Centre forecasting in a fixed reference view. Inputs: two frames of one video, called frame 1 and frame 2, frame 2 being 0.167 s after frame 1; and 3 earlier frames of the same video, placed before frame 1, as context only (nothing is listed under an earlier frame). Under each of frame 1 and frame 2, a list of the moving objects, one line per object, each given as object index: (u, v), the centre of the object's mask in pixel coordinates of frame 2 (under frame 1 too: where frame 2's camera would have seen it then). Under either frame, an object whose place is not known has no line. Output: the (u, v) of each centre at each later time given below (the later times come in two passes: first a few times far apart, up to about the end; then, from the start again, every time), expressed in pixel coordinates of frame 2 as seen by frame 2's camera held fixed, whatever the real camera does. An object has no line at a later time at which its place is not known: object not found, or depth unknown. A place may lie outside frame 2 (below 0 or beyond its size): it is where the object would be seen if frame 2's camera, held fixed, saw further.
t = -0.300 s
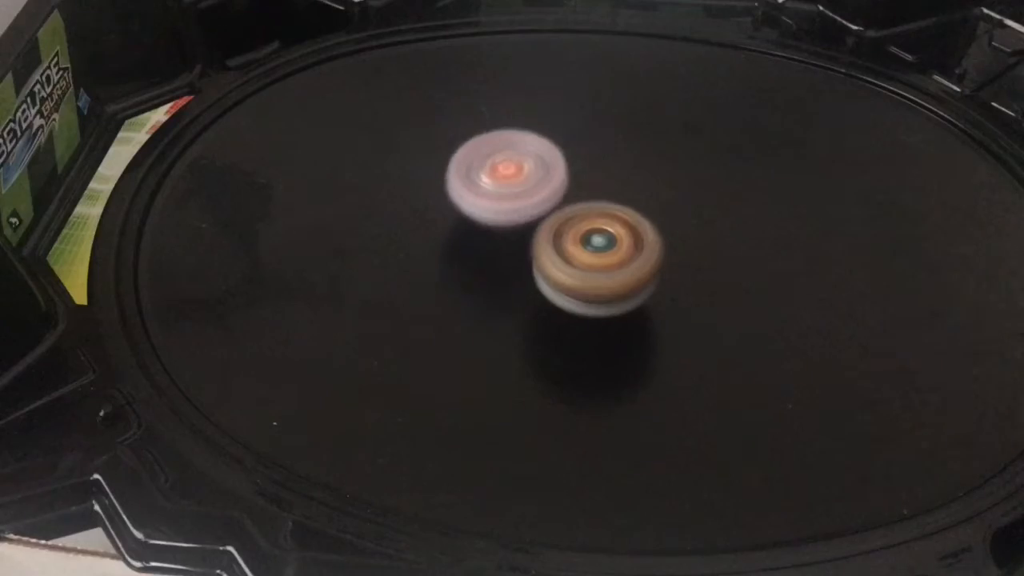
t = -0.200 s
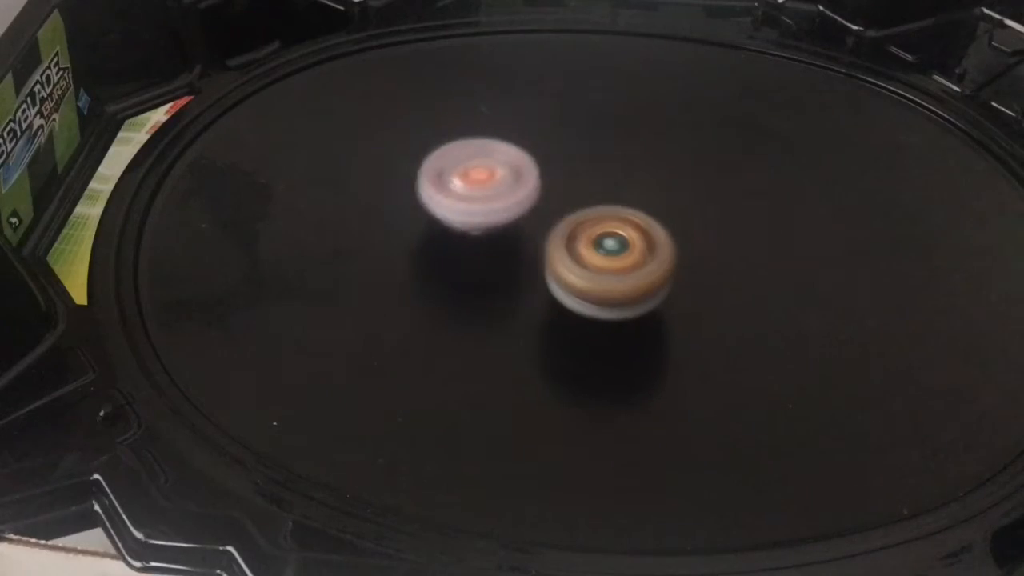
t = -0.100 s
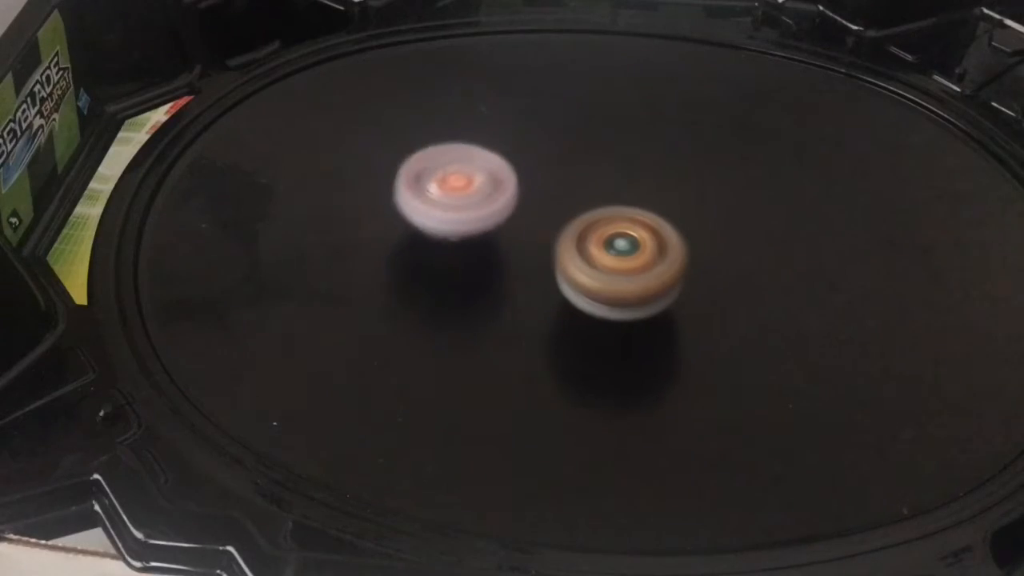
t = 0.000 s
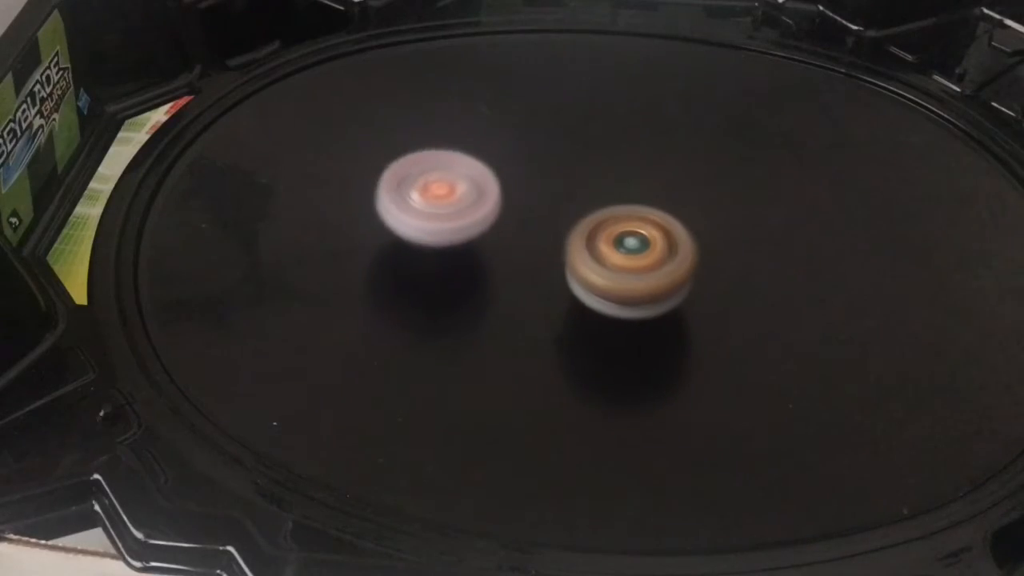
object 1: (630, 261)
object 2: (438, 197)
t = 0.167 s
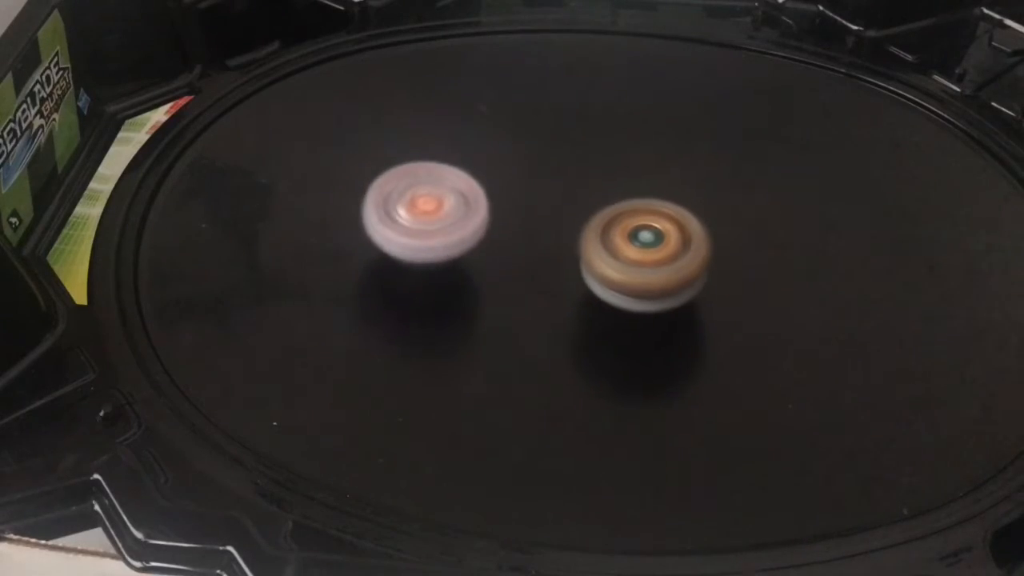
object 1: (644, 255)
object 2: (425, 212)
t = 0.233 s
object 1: (649, 251)
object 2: (427, 218)
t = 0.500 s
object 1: (658, 235)
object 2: (469, 250)
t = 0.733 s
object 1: (655, 229)
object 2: (533, 274)
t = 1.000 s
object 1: (650, 222)
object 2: (576, 312)
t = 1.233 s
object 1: (628, 222)
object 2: (612, 326)
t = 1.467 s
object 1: (603, 219)
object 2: (640, 315)
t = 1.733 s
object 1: (574, 214)
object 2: (673, 305)
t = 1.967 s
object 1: (556, 210)
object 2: (693, 284)
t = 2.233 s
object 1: (547, 221)
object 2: (692, 242)
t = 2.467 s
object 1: (543, 241)
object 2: (677, 204)
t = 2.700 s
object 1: (556, 259)
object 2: (658, 176)
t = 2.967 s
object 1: (580, 268)
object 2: (629, 169)
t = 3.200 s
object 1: (588, 279)
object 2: (605, 167)
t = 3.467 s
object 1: (595, 282)
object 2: (574, 164)
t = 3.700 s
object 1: (604, 268)
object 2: (549, 173)
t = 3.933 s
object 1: (625, 257)
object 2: (516, 177)
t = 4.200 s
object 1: (629, 237)
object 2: (495, 197)
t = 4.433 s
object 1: (639, 220)
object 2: (469, 222)
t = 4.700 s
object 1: (651, 213)
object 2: (461, 245)
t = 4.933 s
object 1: (645, 222)
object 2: (490, 260)
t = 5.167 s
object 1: (647, 223)
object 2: (516, 278)
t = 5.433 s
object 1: (663, 230)
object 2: (546, 294)
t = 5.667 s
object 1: (675, 229)
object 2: (546, 303)
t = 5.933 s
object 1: (675, 231)
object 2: (551, 301)
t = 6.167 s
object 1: (667, 228)
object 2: (557, 286)
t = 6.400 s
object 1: (724, 184)
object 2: (490, 303)
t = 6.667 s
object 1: (715, 174)
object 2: (487, 283)
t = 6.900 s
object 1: (677, 198)
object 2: (540, 257)
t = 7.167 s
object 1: (689, 233)
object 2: (549, 261)
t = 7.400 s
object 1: (715, 245)
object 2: (547, 277)
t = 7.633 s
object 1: (719, 244)
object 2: (551, 273)
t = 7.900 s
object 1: (704, 243)
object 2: (548, 255)
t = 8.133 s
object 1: (693, 247)
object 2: (548, 243)
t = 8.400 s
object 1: (719, 248)
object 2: (504, 229)
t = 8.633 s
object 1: (698, 254)
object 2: (520, 221)
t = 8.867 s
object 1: (680, 273)
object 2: (541, 224)
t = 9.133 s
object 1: (683, 291)
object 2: (545, 240)
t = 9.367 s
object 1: (673, 288)
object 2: (533, 249)
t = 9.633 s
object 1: (657, 281)
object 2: (523, 236)
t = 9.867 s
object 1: (642, 275)
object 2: (531, 211)
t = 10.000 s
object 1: (647, 275)
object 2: (531, 187)
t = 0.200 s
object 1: (647, 253)
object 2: (426, 215)
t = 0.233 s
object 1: (649, 251)
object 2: (427, 218)
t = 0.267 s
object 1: (651, 249)
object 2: (429, 222)
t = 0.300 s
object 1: (652, 247)
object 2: (432, 226)
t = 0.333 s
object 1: (654, 245)
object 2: (437, 230)
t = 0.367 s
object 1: (655, 243)
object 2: (442, 234)
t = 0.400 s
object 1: (656, 241)
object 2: (448, 238)
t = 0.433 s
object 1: (657, 239)
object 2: (454, 242)
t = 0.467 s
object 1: (658, 237)
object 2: (462, 246)
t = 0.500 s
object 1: (658, 235)
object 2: (469, 250)
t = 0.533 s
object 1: (658, 234)
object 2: (477, 253)
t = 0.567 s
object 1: (658, 233)
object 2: (486, 257)
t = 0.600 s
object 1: (658, 232)
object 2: (495, 260)
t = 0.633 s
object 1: (658, 231)
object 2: (504, 264)
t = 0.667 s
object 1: (657, 230)
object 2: (514, 268)
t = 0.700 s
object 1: (656, 229)
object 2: (523, 271)
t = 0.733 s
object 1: (655, 229)
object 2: (533, 274)
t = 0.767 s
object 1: (655, 227)
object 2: (543, 278)
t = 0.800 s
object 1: (654, 226)
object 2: (550, 281)
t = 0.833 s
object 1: (655, 223)
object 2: (550, 288)
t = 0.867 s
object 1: (655, 222)
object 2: (554, 292)
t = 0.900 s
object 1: (654, 222)
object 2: (560, 297)
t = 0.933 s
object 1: (654, 221)
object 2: (565, 302)
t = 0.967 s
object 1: (652, 221)
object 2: (571, 307)
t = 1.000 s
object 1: (650, 222)
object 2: (576, 312)
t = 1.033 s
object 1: (648, 222)
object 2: (582, 316)
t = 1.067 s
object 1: (645, 223)
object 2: (587, 319)
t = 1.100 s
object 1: (642, 222)
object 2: (592, 322)
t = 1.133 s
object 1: (639, 222)
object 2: (598, 324)
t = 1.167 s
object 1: (635, 222)
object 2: (603, 326)
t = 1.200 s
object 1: (631, 222)
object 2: (607, 326)
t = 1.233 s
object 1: (628, 222)
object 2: (612, 326)
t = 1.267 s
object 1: (624, 221)
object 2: (616, 326)
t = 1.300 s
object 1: (621, 221)
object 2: (621, 324)
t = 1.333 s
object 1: (617, 221)
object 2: (625, 322)
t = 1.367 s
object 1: (613, 220)
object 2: (629, 320)
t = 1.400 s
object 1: (610, 220)
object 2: (633, 317)
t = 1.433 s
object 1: (606, 220)
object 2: (637, 314)
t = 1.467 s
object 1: (603, 219)
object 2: (640, 315)
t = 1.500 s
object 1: (599, 219)
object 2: (644, 313)
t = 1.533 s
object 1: (595, 219)
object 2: (648, 311)
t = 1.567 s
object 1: (592, 220)
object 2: (652, 308)
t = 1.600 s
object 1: (589, 220)
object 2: (656, 305)
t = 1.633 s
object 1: (585, 221)
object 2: (660, 303)
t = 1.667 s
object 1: (581, 218)
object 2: (664, 307)
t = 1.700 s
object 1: (578, 216)
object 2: (668, 305)
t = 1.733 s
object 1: (574, 214)
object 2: (673, 305)
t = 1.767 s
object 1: (571, 213)
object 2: (678, 303)
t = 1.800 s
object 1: (567, 212)
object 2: (682, 301)
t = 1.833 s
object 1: (564, 211)
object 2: (686, 299)
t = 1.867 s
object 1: (562, 211)
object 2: (689, 296)
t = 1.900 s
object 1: (559, 210)
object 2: (691, 293)
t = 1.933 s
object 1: (558, 210)
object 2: (693, 289)
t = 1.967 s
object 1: (556, 210)
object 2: (693, 284)
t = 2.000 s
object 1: (555, 210)
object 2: (694, 280)
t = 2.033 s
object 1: (554, 211)
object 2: (695, 275)
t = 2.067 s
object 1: (553, 212)
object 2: (695, 270)
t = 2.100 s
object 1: (552, 213)
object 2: (695, 265)
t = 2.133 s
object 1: (551, 215)
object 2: (695, 259)
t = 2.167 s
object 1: (550, 217)
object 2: (694, 254)
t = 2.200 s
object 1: (549, 219)
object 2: (693, 248)
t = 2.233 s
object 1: (547, 221)
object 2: (692, 242)
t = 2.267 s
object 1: (546, 224)
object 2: (690, 237)
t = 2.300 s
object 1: (545, 226)
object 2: (689, 231)
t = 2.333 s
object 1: (544, 229)
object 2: (687, 225)
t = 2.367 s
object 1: (543, 232)
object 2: (685, 220)
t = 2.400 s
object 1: (543, 235)
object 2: (682, 214)
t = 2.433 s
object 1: (543, 238)
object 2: (679, 209)
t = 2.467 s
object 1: (543, 241)
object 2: (677, 204)
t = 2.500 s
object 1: (544, 244)
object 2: (674, 199)
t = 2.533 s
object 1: (545, 246)
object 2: (672, 194)
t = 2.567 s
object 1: (547, 249)
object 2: (669, 190)
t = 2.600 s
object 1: (549, 252)
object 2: (666, 186)
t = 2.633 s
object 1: (551, 254)
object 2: (663, 183)
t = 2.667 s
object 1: (553, 257)
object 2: (661, 179)
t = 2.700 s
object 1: (556, 259)
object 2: (658, 176)
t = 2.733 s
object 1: (558, 261)
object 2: (656, 174)
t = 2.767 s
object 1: (561, 263)
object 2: (653, 171)
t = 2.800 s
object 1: (564, 264)
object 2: (650, 170)
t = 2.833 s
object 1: (567, 266)
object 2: (646, 168)
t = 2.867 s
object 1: (570, 267)
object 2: (642, 168)
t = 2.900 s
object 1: (573, 267)
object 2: (637, 168)
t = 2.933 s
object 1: (577, 268)
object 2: (634, 169)
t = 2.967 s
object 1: (580, 268)
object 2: (629, 169)
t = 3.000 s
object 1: (583, 268)
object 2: (625, 170)
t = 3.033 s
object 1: (585, 274)
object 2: (622, 167)
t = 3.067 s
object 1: (586, 277)
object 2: (620, 167)
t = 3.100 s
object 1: (587, 278)
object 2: (616, 166)
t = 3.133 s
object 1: (588, 279)
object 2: (612, 166)
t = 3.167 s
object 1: (588, 279)
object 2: (609, 166)
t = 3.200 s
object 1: (588, 279)
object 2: (605, 167)
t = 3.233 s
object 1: (588, 278)
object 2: (601, 168)
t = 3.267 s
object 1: (589, 278)
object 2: (597, 170)
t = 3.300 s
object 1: (589, 277)
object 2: (593, 171)
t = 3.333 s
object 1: (591, 280)
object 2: (589, 169)
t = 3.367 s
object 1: (593, 282)
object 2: (587, 166)
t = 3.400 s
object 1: (594, 282)
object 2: (582, 166)
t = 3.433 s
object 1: (594, 282)
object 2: (578, 164)
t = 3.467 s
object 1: (595, 282)
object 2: (574, 164)
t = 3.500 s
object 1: (596, 280)
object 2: (570, 164)
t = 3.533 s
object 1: (596, 279)
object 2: (566, 164)
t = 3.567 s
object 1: (597, 277)
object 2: (562, 165)
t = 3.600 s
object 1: (598, 275)
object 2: (559, 166)
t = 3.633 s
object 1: (600, 273)
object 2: (555, 168)
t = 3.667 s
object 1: (601, 271)
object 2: (552, 170)
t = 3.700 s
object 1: (604, 268)
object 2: (549, 173)
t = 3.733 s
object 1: (608, 267)
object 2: (544, 173)
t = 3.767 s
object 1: (611, 265)
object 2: (540, 173)
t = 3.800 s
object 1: (614, 263)
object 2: (536, 175)
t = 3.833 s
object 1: (617, 262)
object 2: (530, 174)
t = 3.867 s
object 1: (621, 261)
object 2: (525, 175)
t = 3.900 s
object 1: (623, 259)
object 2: (520, 176)
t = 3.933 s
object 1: (625, 257)
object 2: (516, 177)
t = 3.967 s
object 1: (626, 255)
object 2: (511, 178)
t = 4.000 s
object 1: (628, 252)
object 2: (508, 180)
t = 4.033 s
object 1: (629, 250)
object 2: (505, 182)
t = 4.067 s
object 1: (630, 247)
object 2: (502, 184)
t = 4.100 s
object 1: (630, 245)
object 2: (500, 187)
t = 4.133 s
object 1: (630, 242)
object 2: (498, 190)
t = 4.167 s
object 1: (630, 240)
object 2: (496, 193)
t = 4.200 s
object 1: (629, 237)
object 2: (495, 197)
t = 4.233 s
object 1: (628, 234)
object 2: (494, 201)
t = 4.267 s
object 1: (627, 231)
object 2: (493, 205)
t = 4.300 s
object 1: (626, 229)
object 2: (493, 209)
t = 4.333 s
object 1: (631, 226)
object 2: (484, 212)
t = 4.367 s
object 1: (636, 224)
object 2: (476, 215)
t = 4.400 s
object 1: (637, 222)
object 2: (473, 218)
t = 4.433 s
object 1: (639, 220)
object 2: (469, 222)
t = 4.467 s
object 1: (641, 218)
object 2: (466, 225)
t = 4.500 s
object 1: (643, 217)
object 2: (463, 229)
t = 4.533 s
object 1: (645, 216)
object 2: (462, 232)
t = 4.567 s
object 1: (647, 215)
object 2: (461, 235)
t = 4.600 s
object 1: (648, 214)
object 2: (460, 238)
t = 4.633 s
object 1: (650, 213)
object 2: (460, 240)
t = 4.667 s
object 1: (651, 213)
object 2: (460, 243)
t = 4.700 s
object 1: (651, 213)
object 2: (461, 245)
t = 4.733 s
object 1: (651, 214)
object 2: (463, 248)
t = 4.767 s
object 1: (650, 215)
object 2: (466, 251)
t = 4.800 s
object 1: (650, 216)
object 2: (470, 253)
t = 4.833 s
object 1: (649, 217)
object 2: (475, 254)
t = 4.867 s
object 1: (648, 219)
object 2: (480, 257)
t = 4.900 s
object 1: (646, 221)
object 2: (485, 258)
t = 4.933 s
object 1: (645, 222)
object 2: (490, 260)
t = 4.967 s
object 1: (642, 224)
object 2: (497, 262)
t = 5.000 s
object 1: (640, 225)
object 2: (504, 264)
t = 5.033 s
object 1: (637, 226)
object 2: (511, 266)
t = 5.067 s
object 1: (636, 228)
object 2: (517, 268)
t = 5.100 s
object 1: (641, 224)
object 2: (511, 273)
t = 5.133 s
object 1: (644, 223)
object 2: (510, 275)
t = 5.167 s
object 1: (647, 223)
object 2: (516, 278)
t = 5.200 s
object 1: (649, 223)
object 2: (518, 282)
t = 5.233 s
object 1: (652, 224)
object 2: (522, 284)
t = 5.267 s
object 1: (654, 225)
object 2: (525, 287)
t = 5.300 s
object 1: (656, 225)
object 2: (529, 289)
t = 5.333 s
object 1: (658, 226)
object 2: (533, 291)
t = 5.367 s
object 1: (660, 227)
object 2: (537, 292)
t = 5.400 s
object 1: (662, 228)
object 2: (542, 293)
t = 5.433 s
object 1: (663, 230)
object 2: (546, 294)
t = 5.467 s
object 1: (664, 231)
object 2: (551, 294)
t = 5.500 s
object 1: (665, 232)
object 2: (557, 294)
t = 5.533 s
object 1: (666, 233)
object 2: (562, 293)
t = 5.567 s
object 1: (667, 234)
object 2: (568, 293)
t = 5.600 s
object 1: (670, 233)
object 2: (566, 295)
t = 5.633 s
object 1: (673, 230)
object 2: (551, 302)
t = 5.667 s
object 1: (675, 229)
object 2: (546, 303)
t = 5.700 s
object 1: (677, 229)
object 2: (547, 304)
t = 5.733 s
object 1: (677, 229)
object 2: (547, 307)
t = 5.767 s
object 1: (678, 229)
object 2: (547, 307)
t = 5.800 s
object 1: (679, 229)
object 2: (548, 308)
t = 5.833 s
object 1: (679, 229)
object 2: (547, 307)
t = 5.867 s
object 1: (677, 230)
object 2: (549, 306)
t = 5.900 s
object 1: (677, 230)
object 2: (549, 304)
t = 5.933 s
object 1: (675, 231)
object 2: (551, 301)
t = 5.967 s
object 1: (673, 232)
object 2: (553, 299)
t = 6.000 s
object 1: (670, 233)
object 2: (555, 295)
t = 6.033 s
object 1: (668, 234)
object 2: (558, 292)
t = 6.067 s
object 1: (666, 234)
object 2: (561, 288)
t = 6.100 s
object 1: (667, 232)
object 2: (558, 289)
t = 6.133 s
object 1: (668, 229)
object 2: (554, 289)
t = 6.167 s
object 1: (667, 228)
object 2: (557, 286)
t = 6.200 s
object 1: (667, 228)
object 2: (560, 285)
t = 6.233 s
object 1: (666, 227)
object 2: (562, 282)
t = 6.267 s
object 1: (671, 223)
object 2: (553, 284)
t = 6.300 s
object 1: (695, 207)
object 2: (520, 296)
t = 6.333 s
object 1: (712, 194)
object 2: (502, 301)
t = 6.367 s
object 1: (721, 187)
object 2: (493, 303)
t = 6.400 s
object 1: (724, 184)
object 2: (490, 303)
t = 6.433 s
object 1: (727, 181)
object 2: (488, 303)
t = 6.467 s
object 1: (729, 179)
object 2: (485, 302)
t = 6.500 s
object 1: (729, 177)
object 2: (482, 300)
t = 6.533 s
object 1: (727, 175)
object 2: (481, 297)
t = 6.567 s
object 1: (726, 173)
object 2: (481, 294)
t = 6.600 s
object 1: (723, 173)
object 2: (482, 291)
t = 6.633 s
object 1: (719, 173)
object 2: (484, 287)
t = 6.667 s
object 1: (715, 174)
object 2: (487, 283)
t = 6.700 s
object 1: (710, 175)
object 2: (492, 279)
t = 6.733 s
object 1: (705, 177)
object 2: (496, 276)
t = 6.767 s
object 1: (699, 180)
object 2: (502, 272)
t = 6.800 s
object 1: (694, 183)
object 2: (511, 269)
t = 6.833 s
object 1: (688, 187)
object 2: (520, 264)
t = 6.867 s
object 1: (683, 192)
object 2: (528, 260)
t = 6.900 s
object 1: (677, 198)
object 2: (540, 257)
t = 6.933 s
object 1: (671, 205)
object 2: (551, 254)
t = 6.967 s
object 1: (669, 212)
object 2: (557, 251)
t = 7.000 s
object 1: (675, 215)
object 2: (550, 254)
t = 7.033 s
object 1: (678, 217)
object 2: (550, 253)
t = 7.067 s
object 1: (678, 222)
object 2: (555, 252)
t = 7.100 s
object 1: (679, 227)
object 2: (560, 255)
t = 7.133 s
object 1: (685, 230)
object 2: (554, 259)
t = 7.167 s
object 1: (689, 233)
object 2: (549, 261)
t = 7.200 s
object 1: (693, 235)
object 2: (549, 263)
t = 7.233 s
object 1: (697, 238)
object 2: (549, 267)
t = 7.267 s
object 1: (702, 240)
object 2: (549, 270)
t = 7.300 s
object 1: (705, 241)
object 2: (548, 272)
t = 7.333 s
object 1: (708, 243)
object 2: (547, 275)
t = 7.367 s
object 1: (712, 244)
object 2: (547, 277)
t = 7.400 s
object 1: (715, 245)
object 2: (547, 277)
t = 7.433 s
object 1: (718, 245)
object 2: (546, 278)
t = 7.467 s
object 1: (720, 245)
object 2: (546, 279)
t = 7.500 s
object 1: (721, 245)
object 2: (547, 278)
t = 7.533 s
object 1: (722, 245)
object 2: (547, 278)
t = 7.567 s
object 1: (722, 244)
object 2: (547, 277)
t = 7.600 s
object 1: (721, 244)
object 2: (549, 275)
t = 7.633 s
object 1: (719, 244)
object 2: (551, 273)
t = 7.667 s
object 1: (716, 243)
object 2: (553, 271)
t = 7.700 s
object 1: (713, 243)
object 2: (557, 269)
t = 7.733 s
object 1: (709, 244)
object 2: (560, 266)
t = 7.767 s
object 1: (705, 244)
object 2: (562, 264)
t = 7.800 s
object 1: (701, 245)
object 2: (566, 262)
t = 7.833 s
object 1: (701, 245)
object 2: (564, 259)
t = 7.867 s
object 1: (704, 242)
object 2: (551, 259)
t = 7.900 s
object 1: (704, 243)
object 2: (548, 255)
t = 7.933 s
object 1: (703, 243)
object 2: (551, 253)
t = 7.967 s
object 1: (701, 243)
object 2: (550, 253)
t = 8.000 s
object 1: (699, 244)
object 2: (550, 250)
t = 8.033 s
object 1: (696, 244)
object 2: (553, 248)
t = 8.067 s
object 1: (693, 246)
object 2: (553, 247)
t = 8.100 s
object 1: (690, 247)
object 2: (554, 246)
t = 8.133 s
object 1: (693, 247)
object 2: (548, 243)
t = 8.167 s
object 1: (708, 246)
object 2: (526, 241)
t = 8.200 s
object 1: (714, 244)
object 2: (516, 238)
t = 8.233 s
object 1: (715, 245)
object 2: (514, 237)
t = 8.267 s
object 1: (717, 246)
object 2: (510, 237)
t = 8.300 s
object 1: (719, 246)
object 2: (507, 235)
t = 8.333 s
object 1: (719, 247)
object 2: (505, 232)
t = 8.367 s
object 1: (719, 247)
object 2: (504, 231)
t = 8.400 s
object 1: (719, 248)
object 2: (504, 229)
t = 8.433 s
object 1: (717, 248)
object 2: (503, 227)
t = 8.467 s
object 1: (714, 249)
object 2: (505, 226)
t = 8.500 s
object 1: (712, 250)
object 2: (507, 224)
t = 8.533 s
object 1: (708, 250)
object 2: (509, 222)
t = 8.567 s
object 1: (705, 252)
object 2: (513, 222)
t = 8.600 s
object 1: (701, 253)
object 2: (517, 222)
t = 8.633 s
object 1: (698, 254)
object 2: (520, 221)
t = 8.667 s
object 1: (692, 257)
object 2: (526, 223)
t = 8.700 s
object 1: (688, 258)
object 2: (530, 223)
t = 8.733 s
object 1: (685, 260)
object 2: (534, 224)
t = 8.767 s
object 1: (680, 262)
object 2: (540, 225)
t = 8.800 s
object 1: (676, 265)
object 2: (544, 225)
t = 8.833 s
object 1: (677, 269)
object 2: (544, 227)
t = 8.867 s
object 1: (680, 273)
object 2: (541, 224)
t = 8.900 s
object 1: (681, 276)
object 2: (544, 224)
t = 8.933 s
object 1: (680, 278)
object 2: (547, 228)
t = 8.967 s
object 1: (680, 281)
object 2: (546, 230)
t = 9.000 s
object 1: (680, 284)
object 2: (547, 231)
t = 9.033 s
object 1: (681, 286)
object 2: (549, 234)
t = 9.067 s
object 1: (682, 288)
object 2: (547, 237)
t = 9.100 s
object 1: (682, 290)
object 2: (545, 238)
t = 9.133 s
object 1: (683, 291)
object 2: (545, 240)
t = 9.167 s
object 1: (683, 292)
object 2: (543, 242)
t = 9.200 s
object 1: (683, 292)
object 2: (541, 244)
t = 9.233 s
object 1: (683, 292)
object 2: (539, 244)
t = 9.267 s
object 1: (681, 291)
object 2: (537, 246)
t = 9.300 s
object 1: (679, 290)
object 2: (535, 247)
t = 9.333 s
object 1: (676, 290)
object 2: (533, 247)
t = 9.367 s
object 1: (673, 288)
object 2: (533, 249)
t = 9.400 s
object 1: (669, 287)
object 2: (532, 249)
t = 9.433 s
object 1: (665, 286)
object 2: (530, 250)
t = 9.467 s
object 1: (665, 285)
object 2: (529, 247)
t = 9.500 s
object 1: (662, 284)
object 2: (529, 246)
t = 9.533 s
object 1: (663, 283)
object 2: (524, 244)
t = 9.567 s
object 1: (662, 282)
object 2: (520, 239)
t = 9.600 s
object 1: (659, 281)
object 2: (522, 237)
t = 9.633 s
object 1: (657, 281)
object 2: (523, 236)
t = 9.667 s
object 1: (654, 280)
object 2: (520, 232)
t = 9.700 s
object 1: (650, 278)
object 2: (523, 229)
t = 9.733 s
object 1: (648, 278)
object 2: (525, 227)
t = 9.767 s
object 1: (647, 276)
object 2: (525, 223)
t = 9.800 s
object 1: (646, 276)
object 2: (525, 216)
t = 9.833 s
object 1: (644, 275)
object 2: (528, 212)
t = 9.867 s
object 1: (642, 275)
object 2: (531, 211)
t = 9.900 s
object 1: (640, 274)
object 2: (532, 207)
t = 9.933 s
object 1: (639, 273)
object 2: (535, 204)
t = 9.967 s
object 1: (643, 274)
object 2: (532, 195)
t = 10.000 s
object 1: (647, 275)
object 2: (531, 187)
